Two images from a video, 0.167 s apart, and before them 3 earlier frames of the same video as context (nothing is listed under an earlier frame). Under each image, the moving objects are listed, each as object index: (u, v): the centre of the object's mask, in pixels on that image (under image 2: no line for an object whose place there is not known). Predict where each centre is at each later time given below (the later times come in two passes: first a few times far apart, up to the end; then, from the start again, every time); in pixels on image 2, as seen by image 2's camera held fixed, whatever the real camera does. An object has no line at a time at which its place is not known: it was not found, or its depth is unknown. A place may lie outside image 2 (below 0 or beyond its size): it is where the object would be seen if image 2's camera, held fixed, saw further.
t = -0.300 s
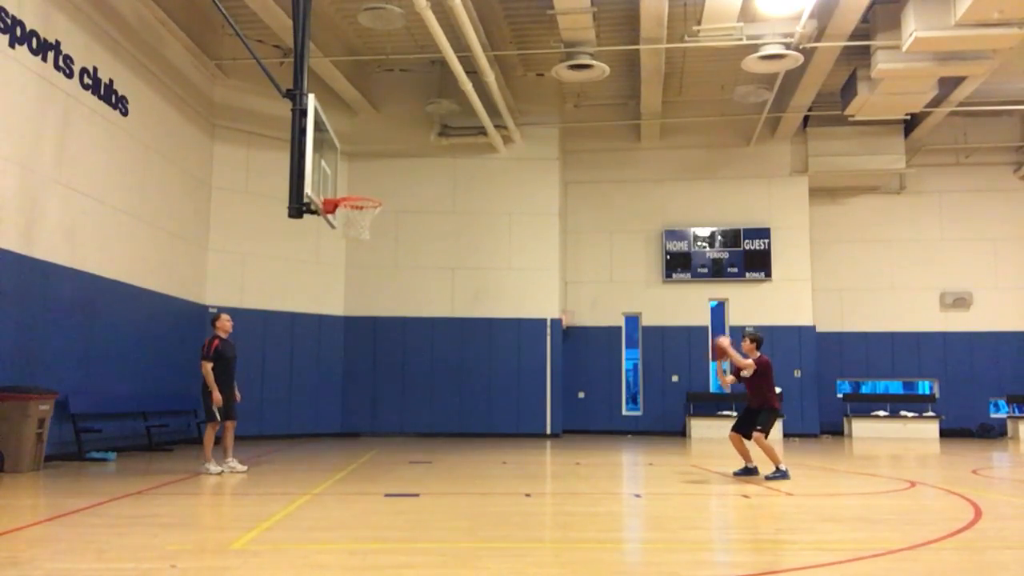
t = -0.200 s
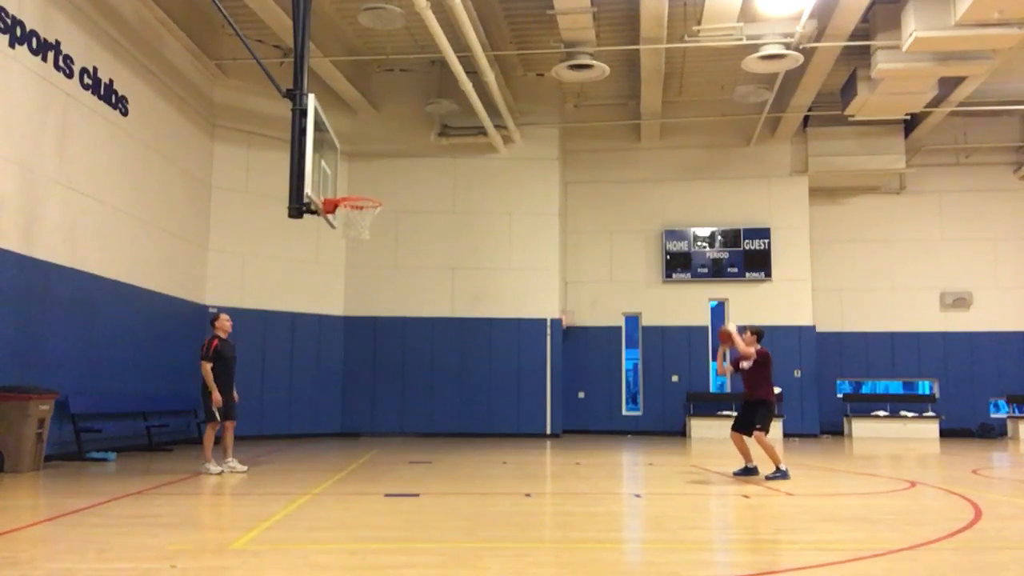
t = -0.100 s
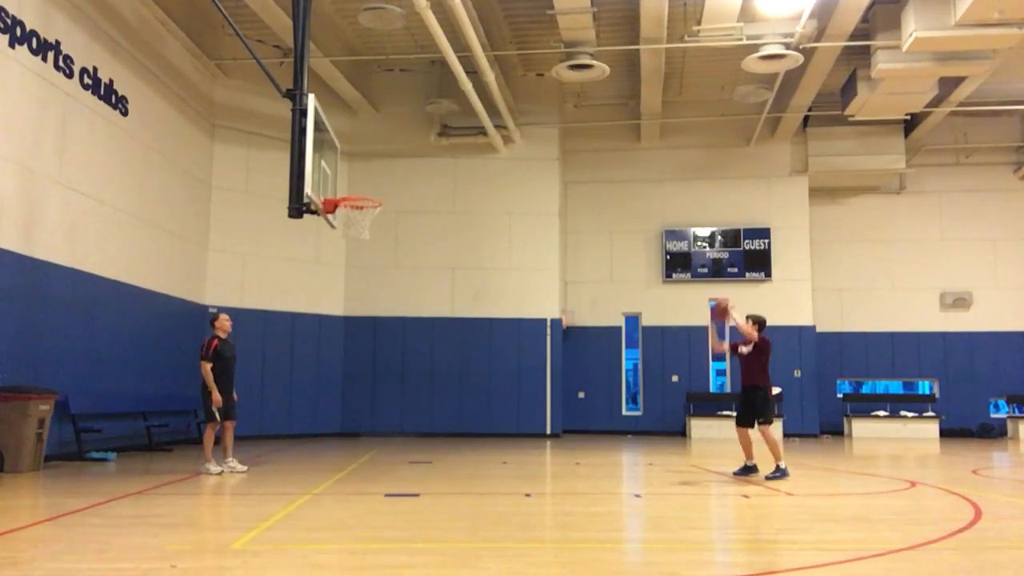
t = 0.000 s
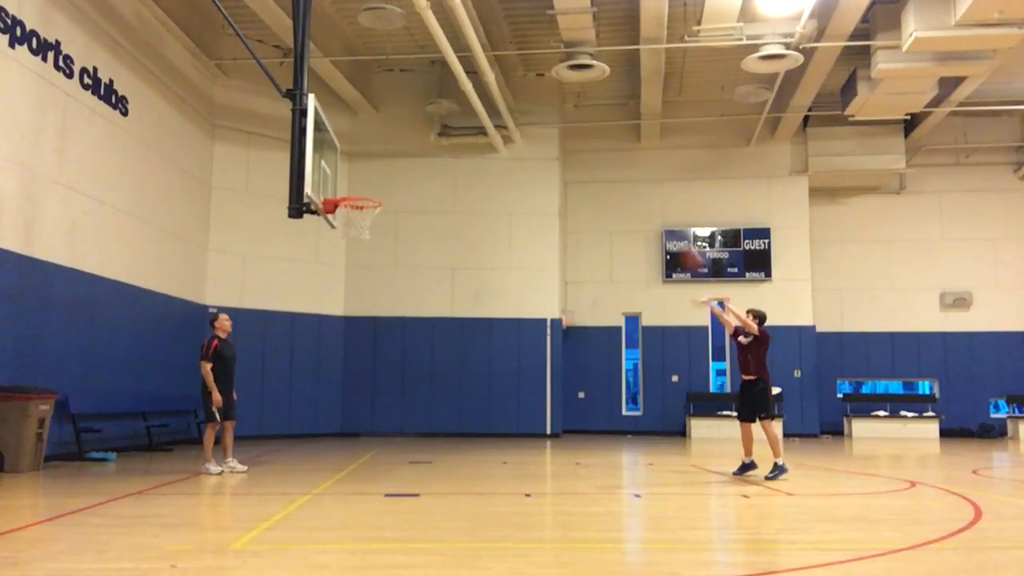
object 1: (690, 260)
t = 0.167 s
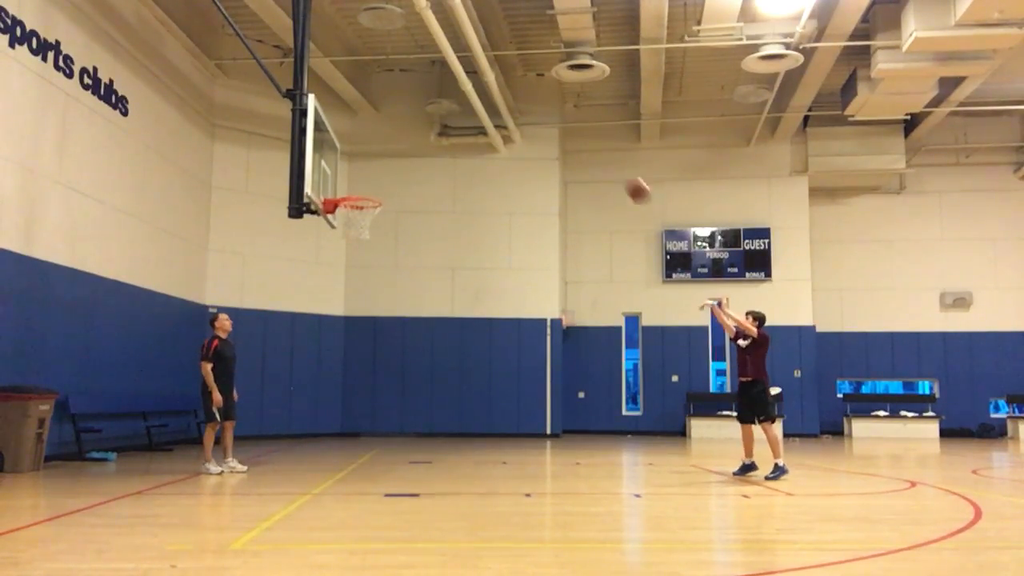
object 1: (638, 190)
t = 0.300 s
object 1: (596, 152)
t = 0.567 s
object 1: (515, 121)
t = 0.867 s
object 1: (423, 154)
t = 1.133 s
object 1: (362, 189)
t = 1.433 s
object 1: (352, 182)
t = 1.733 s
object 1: (363, 201)
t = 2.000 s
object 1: (364, 230)
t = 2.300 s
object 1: (350, 300)
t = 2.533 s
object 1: (338, 406)
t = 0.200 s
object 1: (627, 179)
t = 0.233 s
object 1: (617, 169)
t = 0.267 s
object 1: (607, 160)
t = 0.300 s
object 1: (596, 152)
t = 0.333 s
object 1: (586, 145)
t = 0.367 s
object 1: (575, 139)
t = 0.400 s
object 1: (565, 134)
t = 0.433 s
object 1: (555, 129)
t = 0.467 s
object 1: (545, 126)
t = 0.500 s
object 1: (536, 124)
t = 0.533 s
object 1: (525, 122)
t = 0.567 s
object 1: (515, 121)
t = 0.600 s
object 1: (505, 122)
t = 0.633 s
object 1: (495, 122)
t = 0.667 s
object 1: (488, 124)
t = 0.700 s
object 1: (474, 127)
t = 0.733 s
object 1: (464, 131)
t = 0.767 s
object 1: (452, 135)
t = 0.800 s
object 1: (443, 141)
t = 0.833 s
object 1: (433, 147)
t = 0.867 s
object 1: (423, 154)
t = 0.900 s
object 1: (413, 162)
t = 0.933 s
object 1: (403, 171)
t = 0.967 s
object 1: (392, 181)
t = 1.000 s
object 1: (383, 192)
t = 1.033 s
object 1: (377, 194)
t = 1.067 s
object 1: (372, 191)
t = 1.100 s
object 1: (367, 190)
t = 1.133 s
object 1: (362, 189)
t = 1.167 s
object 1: (358, 189)
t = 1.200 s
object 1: (353, 189)
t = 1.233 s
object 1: (348, 191)
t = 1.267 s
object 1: (347, 189)
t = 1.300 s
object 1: (349, 187)
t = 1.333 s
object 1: (349, 185)
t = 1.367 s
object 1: (350, 183)
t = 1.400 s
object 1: (352, 182)
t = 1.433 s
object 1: (352, 182)
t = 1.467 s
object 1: (353, 183)
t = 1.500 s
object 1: (354, 184)
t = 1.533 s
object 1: (355, 187)
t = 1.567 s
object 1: (356, 189)
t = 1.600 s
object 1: (357, 190)
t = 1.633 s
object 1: (359, 191)
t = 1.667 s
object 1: (361, 191)
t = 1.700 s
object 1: (362, 193)
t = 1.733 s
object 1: (363, 201)
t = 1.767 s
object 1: (365, 205)
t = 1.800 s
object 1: (367, 211)
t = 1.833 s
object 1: (368, 215)
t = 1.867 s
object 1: (368, 219)
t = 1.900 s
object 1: (367, 223)
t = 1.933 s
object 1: (366, 225)
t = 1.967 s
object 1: (365, 227)
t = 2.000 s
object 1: (364, 230)
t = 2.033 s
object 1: (363, 235)
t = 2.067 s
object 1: (361, 241)
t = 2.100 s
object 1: (360, 246)
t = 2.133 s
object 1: (358, 252)
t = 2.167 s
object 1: (357, 260)
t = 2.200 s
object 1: (355, 268)
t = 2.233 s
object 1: (353, 278)
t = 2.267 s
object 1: (352, 289)
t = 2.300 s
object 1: (350, 300)
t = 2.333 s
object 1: (349, 311)
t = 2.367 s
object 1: (347, 327)
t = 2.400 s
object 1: (345, 340)
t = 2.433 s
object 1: (344, 355)
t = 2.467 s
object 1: (342, 371)
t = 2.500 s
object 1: (340, 389)
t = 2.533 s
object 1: (338, 406)
